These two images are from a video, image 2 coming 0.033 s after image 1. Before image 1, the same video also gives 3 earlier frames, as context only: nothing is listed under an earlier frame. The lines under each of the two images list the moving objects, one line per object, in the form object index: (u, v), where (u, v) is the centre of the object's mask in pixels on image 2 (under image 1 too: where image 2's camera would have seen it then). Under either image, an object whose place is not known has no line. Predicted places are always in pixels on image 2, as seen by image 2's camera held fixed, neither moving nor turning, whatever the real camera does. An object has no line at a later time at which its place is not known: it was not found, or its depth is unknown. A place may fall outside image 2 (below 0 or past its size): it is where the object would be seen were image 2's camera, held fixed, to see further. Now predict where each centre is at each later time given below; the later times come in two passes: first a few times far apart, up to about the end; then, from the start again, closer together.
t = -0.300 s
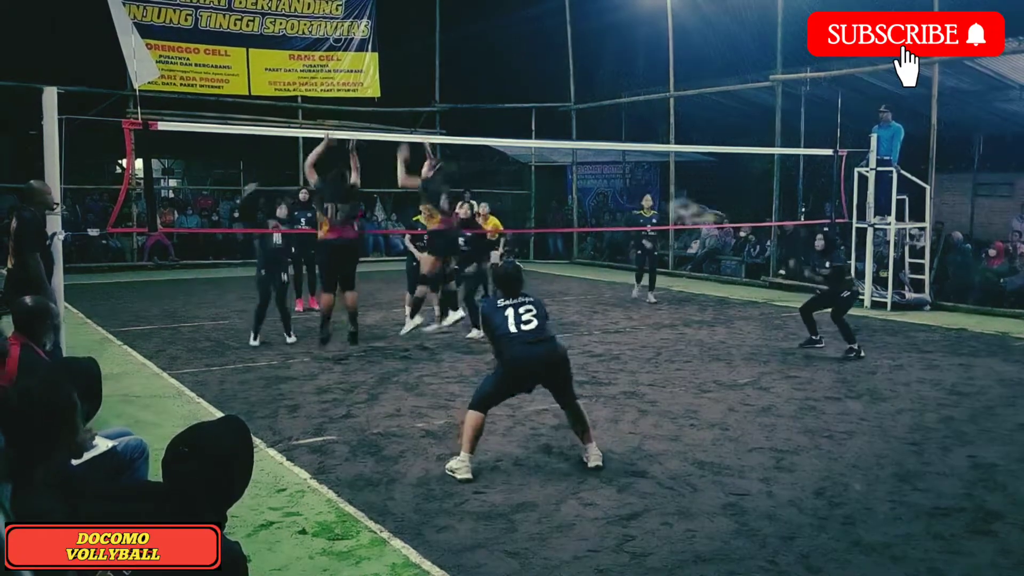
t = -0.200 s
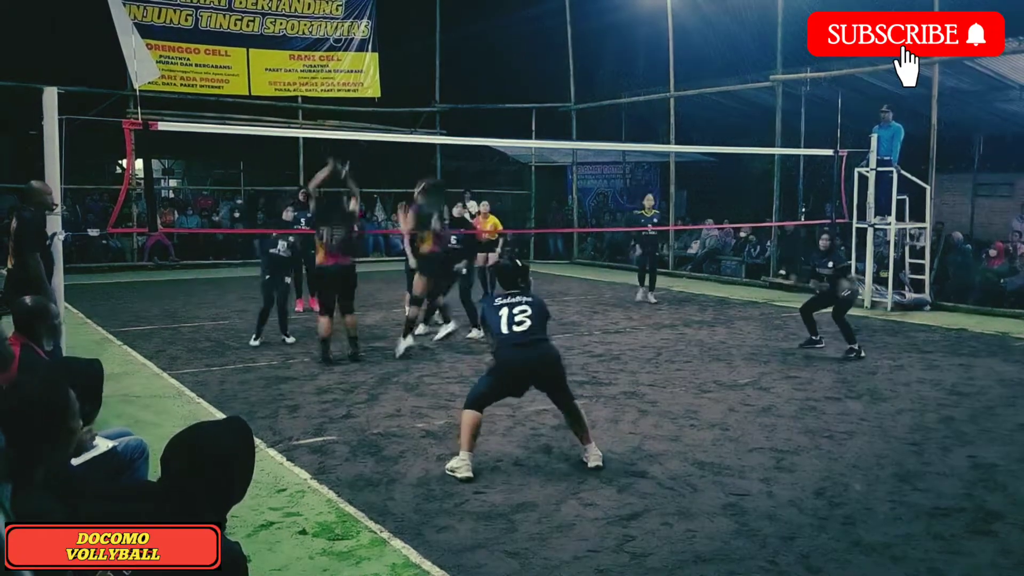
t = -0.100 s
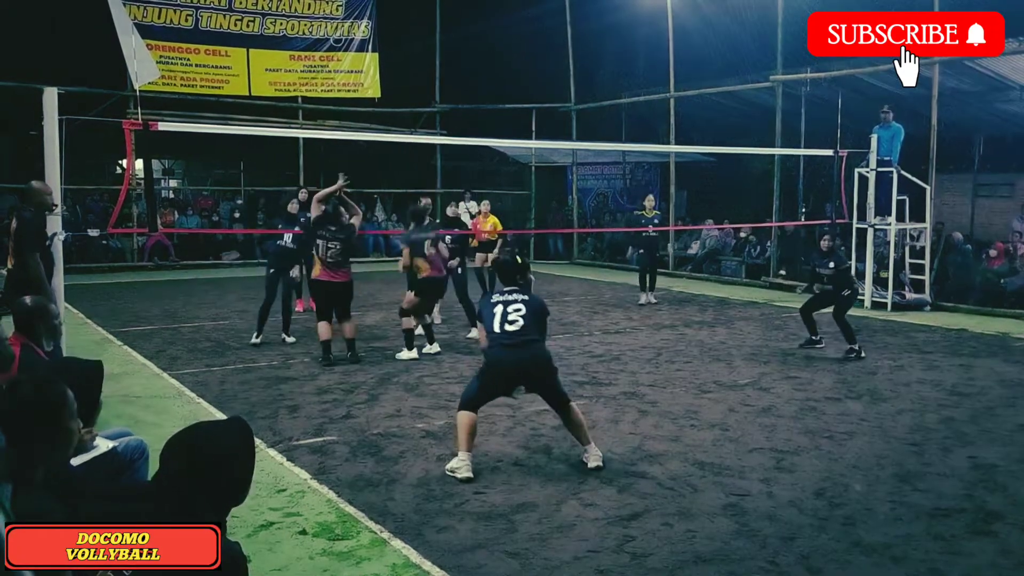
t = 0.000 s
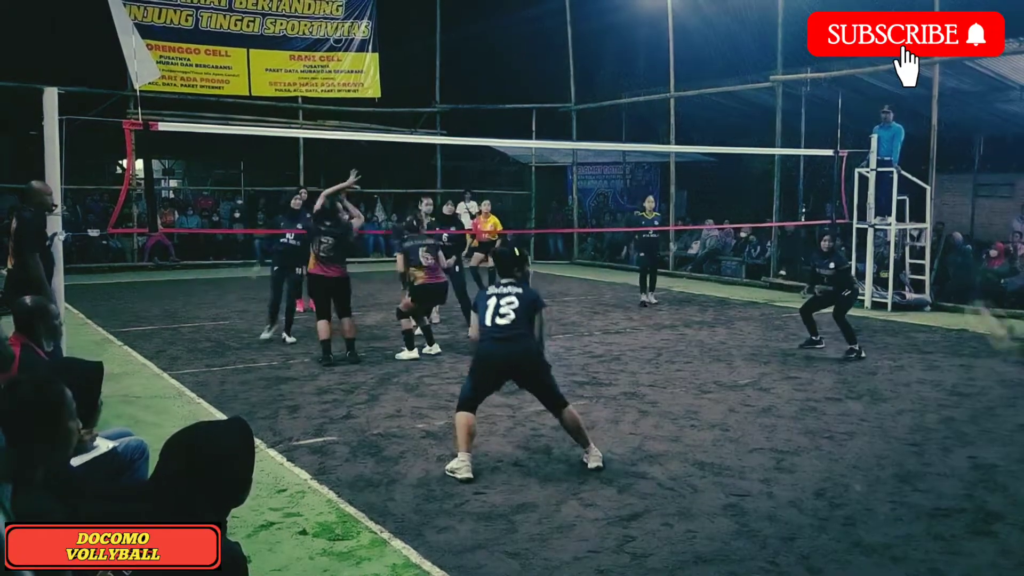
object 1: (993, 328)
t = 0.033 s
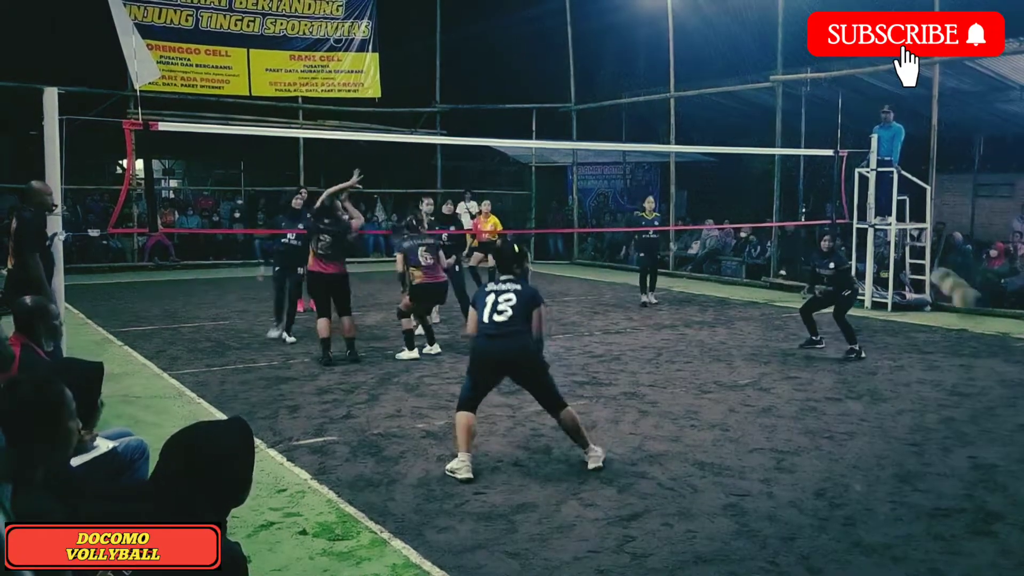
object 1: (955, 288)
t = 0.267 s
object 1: (695, 118)
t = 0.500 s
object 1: (513, 47)
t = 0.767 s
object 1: (361, 48)
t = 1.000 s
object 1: (257, 96)
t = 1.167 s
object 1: (196, 150)
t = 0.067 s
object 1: (914, 260)
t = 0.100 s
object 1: (854, 227)
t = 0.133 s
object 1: (829, 201)
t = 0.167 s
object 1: (790, 175)
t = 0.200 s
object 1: (757, 152)
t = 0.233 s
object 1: (729, 134)
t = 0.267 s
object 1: (695, 118)
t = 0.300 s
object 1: (665, 102)
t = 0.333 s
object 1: (640, 88)
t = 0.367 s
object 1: (610, 76)
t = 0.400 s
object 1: (584, 67)
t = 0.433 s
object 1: (561, 61)
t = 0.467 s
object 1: (534, 53)
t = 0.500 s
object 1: (513, 47)
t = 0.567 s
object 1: (470, 40)
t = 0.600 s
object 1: (450, 40)
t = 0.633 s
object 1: (431, 39)
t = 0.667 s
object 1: (414, 40)
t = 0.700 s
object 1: (393, 41)
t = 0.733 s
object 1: (378, 44)
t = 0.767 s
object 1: (361, 48)
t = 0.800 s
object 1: (342, 54)
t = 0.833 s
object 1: (326, 58)
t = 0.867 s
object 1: (311, 65)
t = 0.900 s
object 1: (299, 71)
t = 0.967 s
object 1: (269, 89)
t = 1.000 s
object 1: (257, 96)
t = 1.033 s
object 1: (243, 106)
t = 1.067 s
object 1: (231, 116)
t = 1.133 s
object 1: (206, 141)
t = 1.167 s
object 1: (196, 150)
